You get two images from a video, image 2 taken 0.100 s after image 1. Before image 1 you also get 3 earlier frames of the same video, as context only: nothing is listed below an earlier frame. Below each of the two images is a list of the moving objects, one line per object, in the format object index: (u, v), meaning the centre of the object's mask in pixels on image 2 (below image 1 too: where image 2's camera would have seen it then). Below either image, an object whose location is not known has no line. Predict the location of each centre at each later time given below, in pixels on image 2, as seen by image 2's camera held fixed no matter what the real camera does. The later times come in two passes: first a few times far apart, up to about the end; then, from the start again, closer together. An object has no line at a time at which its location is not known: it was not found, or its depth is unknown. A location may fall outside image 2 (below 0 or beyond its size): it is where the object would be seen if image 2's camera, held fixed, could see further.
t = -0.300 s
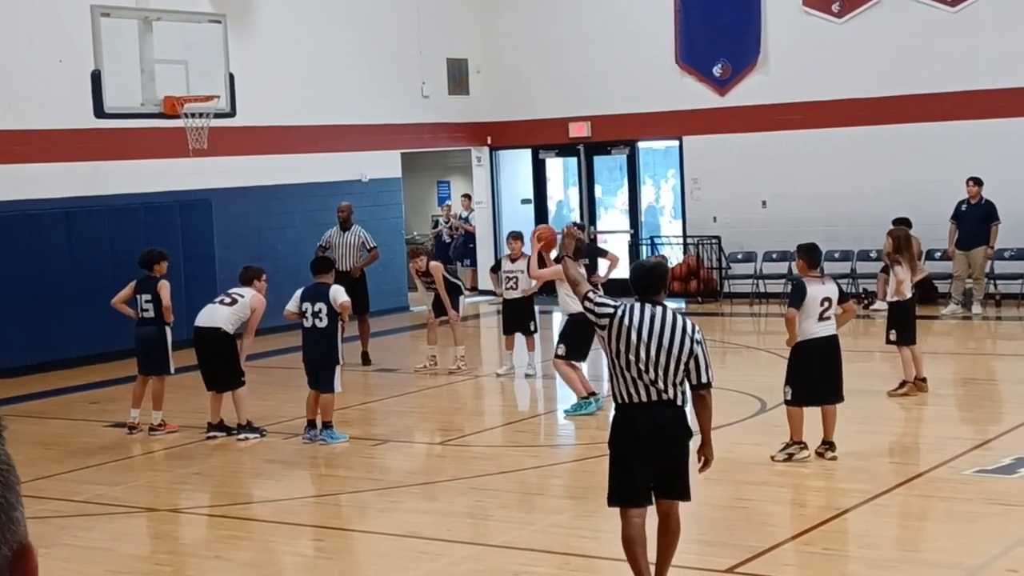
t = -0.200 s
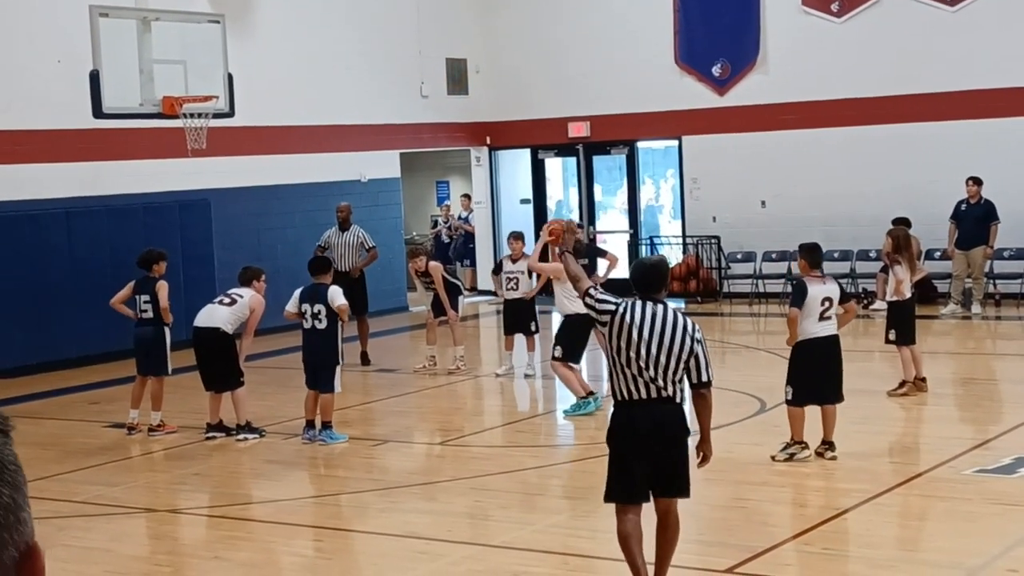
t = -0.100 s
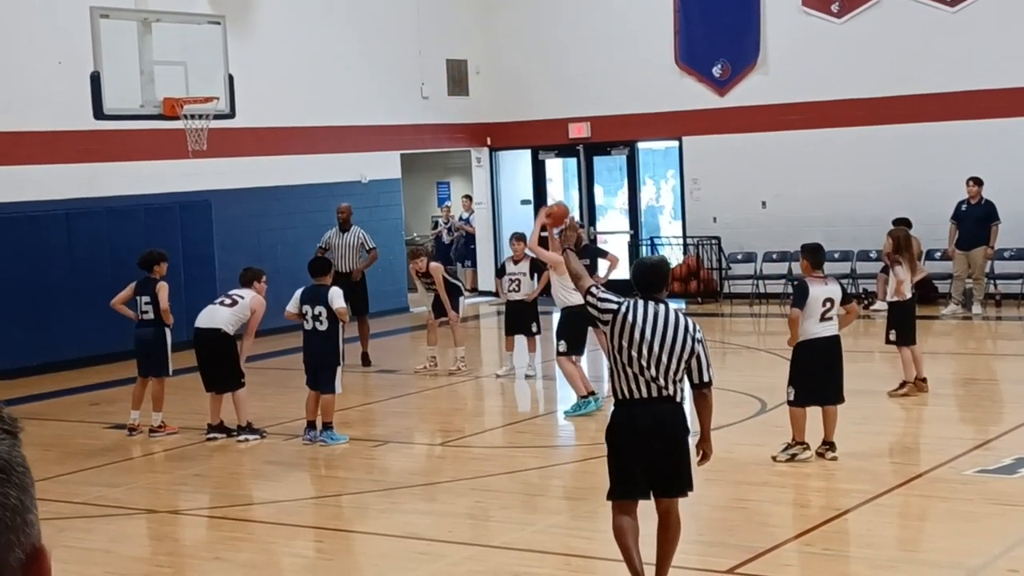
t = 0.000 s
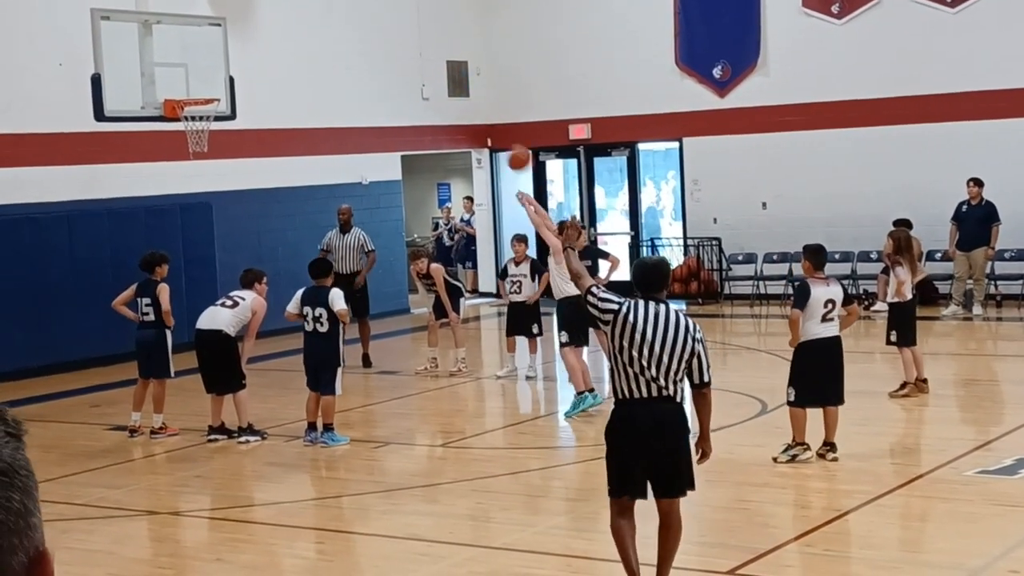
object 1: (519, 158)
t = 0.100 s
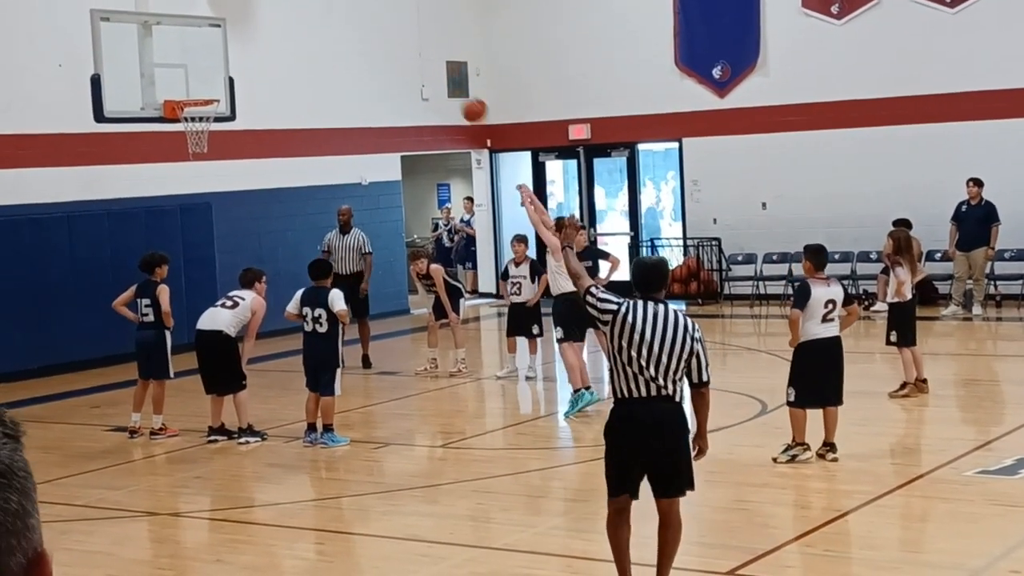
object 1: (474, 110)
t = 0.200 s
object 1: (431, 73)
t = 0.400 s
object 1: (352, 33)
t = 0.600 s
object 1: (280, 33)
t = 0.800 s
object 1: (216, 74)
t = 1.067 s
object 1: (185, 149)
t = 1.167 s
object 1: (188, 179)
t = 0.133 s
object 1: (461, 97)
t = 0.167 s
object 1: (446, 85)
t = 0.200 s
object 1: (431, 73)
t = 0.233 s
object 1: (418, 63)
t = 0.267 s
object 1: (404, 55)
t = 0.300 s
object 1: (391, 48)
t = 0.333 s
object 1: (378, 41)
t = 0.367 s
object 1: (365, 36)
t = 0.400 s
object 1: (352, 33)
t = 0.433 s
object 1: (340, 30)
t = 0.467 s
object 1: (328, 28)
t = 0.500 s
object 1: (315, 28)
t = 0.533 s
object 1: (304, 29)
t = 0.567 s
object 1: (292, 31)
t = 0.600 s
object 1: (280, 33)
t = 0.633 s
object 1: (269, 38)
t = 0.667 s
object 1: (258, 43)
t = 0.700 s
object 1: (248, 49)
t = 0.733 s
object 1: (237, 56)
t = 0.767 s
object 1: (227, 64)
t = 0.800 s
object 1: (216, 74)
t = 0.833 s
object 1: (206, 84)
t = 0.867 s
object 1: (196, 92)
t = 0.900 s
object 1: (189, 108)
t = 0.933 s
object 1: (182, 118)
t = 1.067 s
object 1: (185, 149)
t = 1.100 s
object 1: (186, 156)
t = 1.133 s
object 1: (187, 166)
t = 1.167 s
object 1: (188, 179)
